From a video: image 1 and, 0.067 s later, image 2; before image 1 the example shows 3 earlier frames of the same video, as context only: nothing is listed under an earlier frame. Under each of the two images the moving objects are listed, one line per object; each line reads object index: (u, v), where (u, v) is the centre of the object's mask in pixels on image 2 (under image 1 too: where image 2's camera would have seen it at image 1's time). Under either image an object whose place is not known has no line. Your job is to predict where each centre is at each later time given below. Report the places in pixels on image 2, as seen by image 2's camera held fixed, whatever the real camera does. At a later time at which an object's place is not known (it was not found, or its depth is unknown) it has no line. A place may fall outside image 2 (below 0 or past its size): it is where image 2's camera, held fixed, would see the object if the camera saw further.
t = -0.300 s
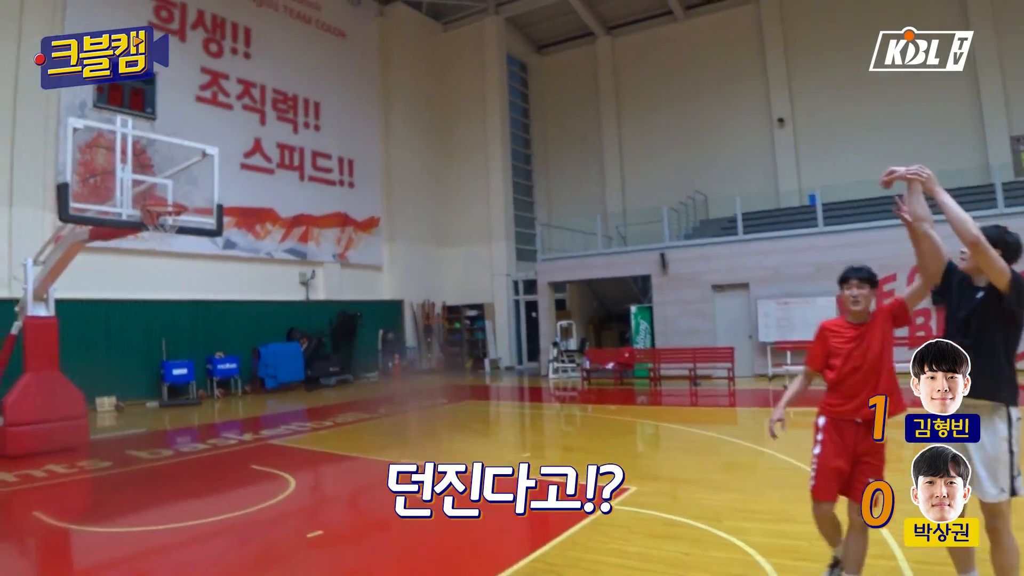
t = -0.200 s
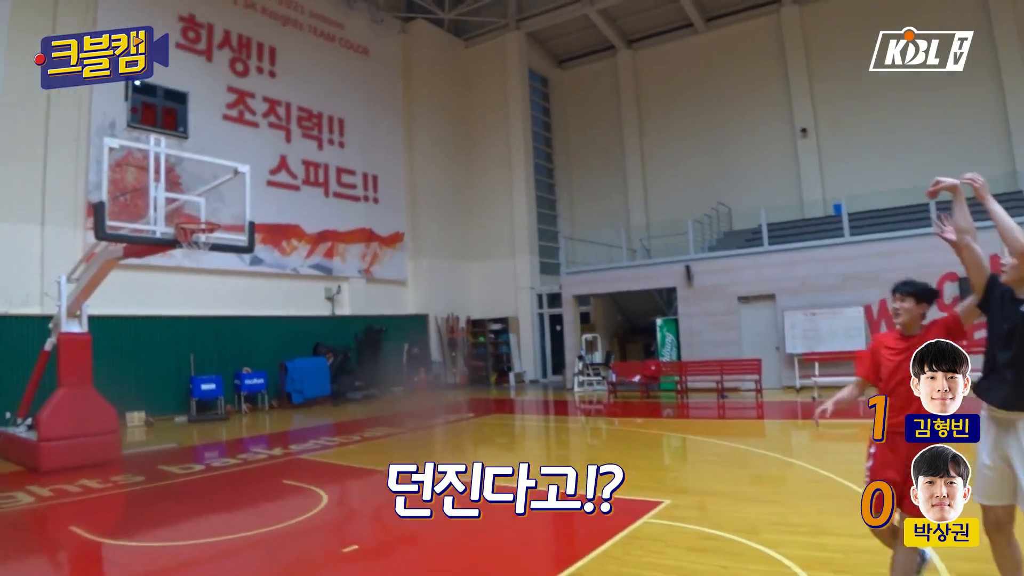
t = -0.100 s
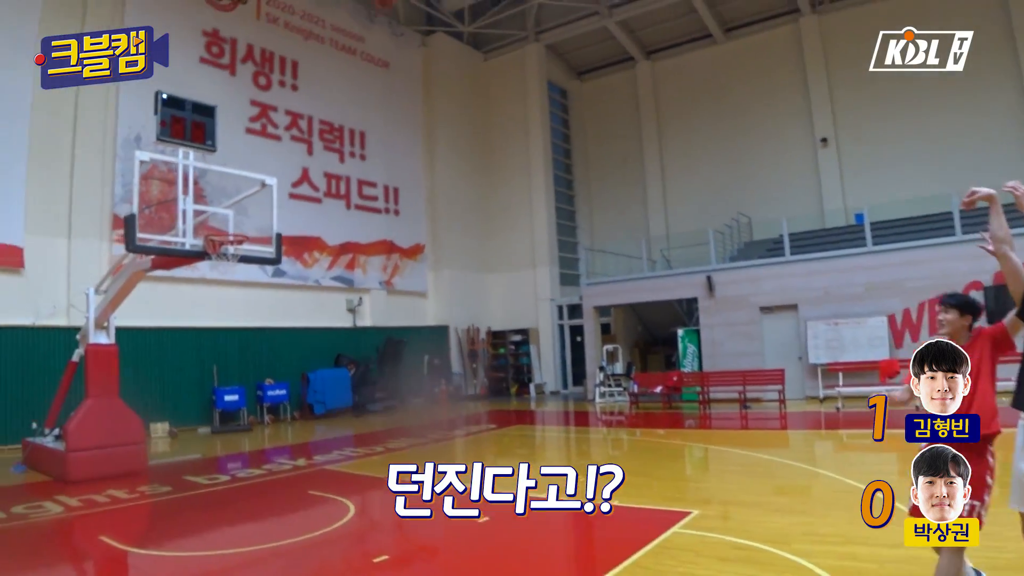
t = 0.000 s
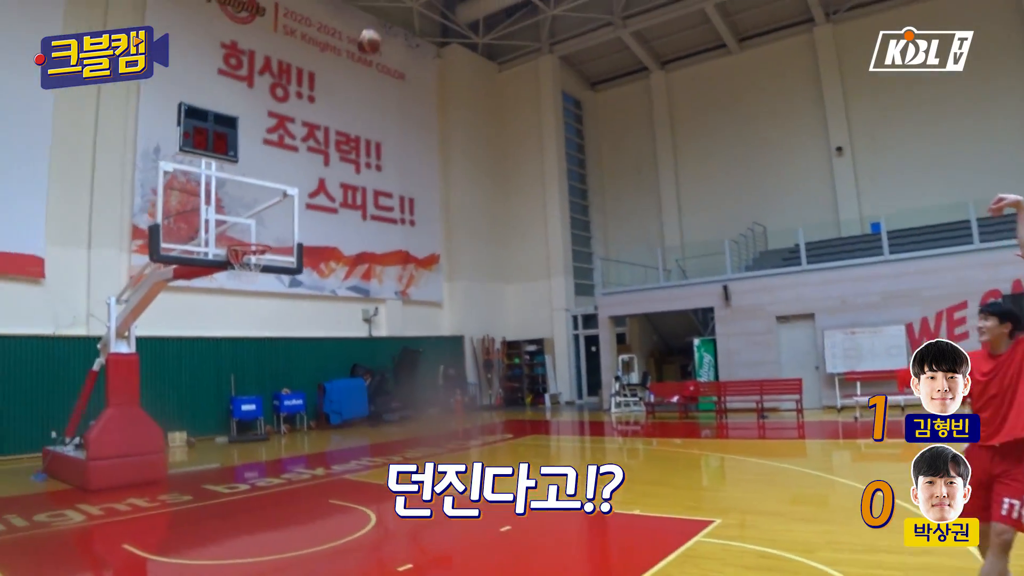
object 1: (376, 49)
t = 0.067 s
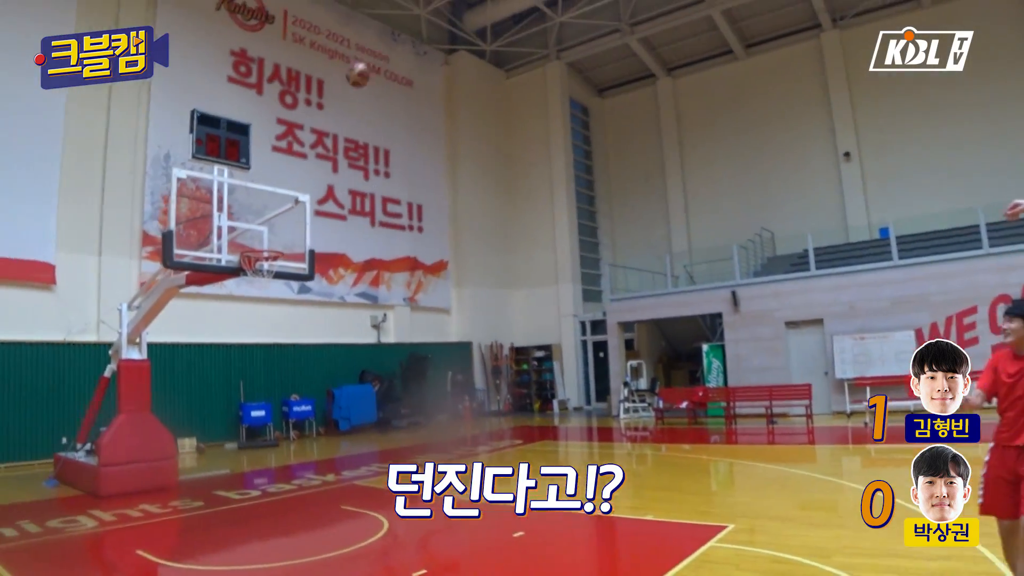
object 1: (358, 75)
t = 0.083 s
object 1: (353, 82)
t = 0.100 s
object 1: (350, 89)
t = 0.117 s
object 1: (345, 96)
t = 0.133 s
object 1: (340, 103)
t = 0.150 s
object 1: (335, 110)
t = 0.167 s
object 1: (332, 118)
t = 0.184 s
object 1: (329, 126)
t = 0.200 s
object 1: (326, 135)
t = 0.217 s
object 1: (322, 143)
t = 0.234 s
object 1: (318, 150)
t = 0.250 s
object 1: (313, 159)
